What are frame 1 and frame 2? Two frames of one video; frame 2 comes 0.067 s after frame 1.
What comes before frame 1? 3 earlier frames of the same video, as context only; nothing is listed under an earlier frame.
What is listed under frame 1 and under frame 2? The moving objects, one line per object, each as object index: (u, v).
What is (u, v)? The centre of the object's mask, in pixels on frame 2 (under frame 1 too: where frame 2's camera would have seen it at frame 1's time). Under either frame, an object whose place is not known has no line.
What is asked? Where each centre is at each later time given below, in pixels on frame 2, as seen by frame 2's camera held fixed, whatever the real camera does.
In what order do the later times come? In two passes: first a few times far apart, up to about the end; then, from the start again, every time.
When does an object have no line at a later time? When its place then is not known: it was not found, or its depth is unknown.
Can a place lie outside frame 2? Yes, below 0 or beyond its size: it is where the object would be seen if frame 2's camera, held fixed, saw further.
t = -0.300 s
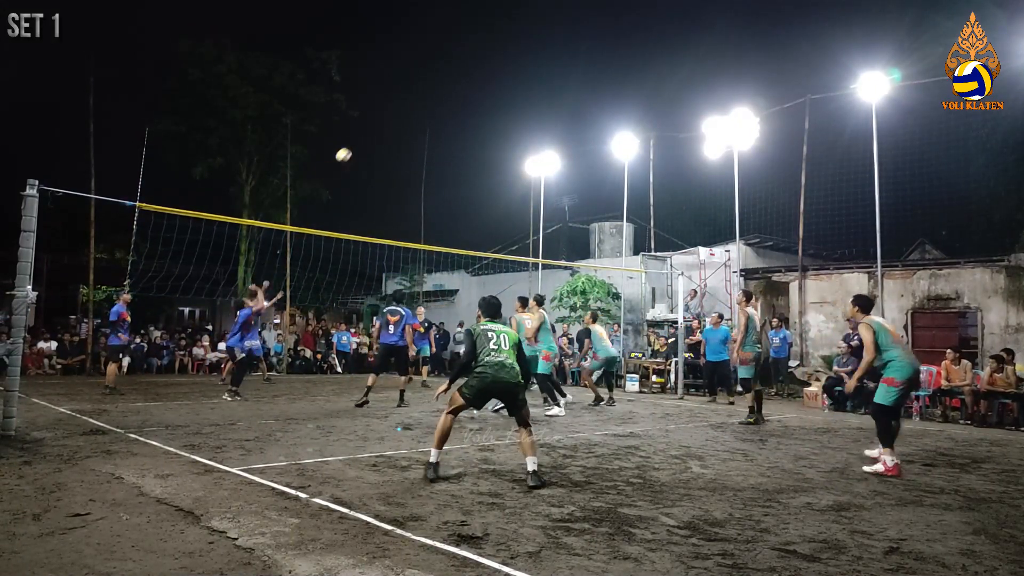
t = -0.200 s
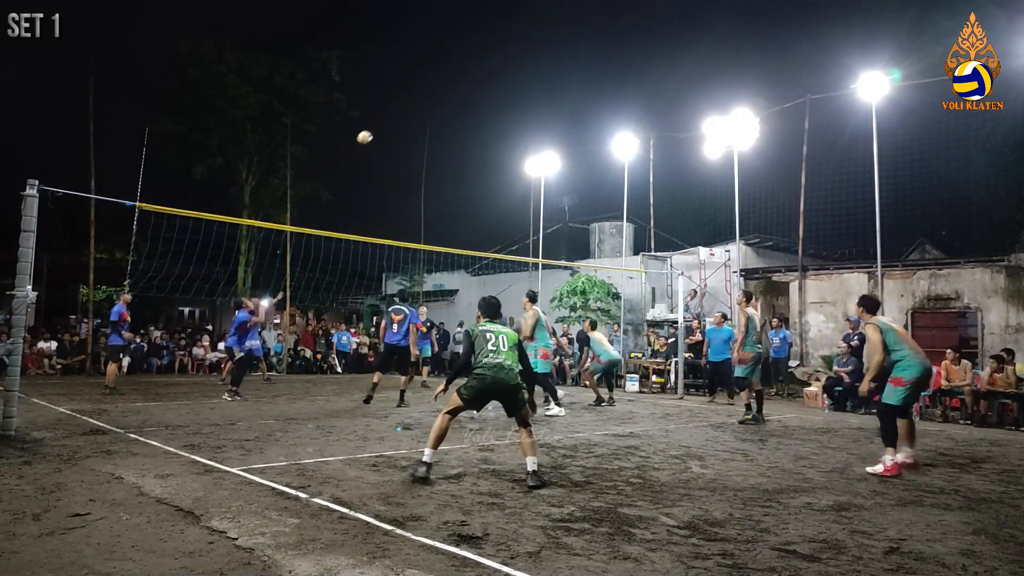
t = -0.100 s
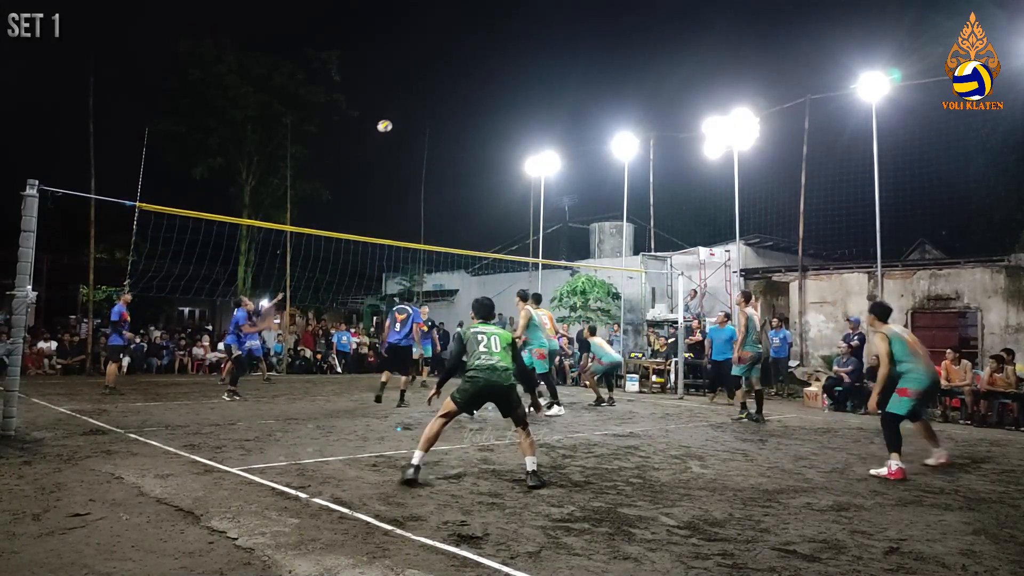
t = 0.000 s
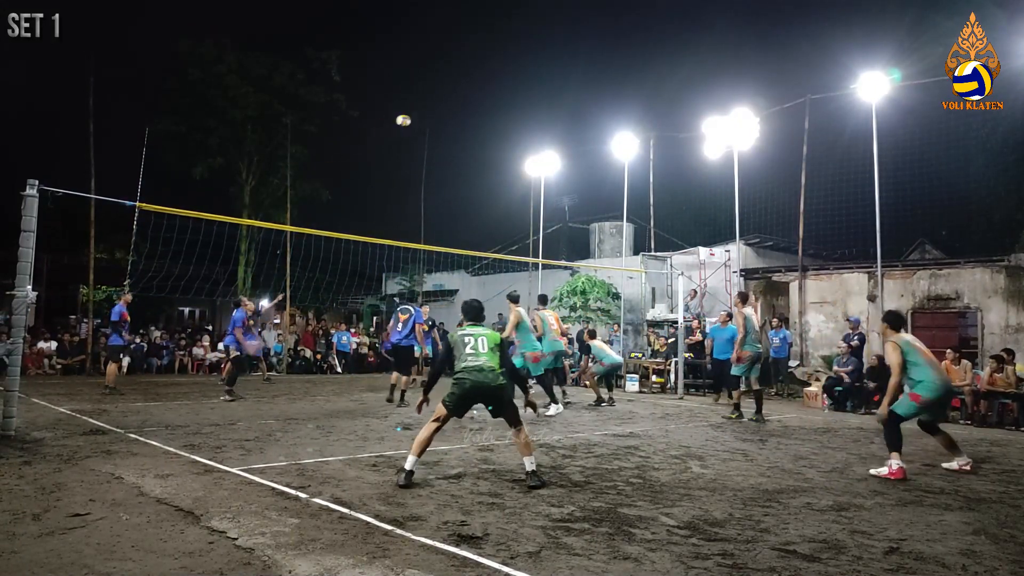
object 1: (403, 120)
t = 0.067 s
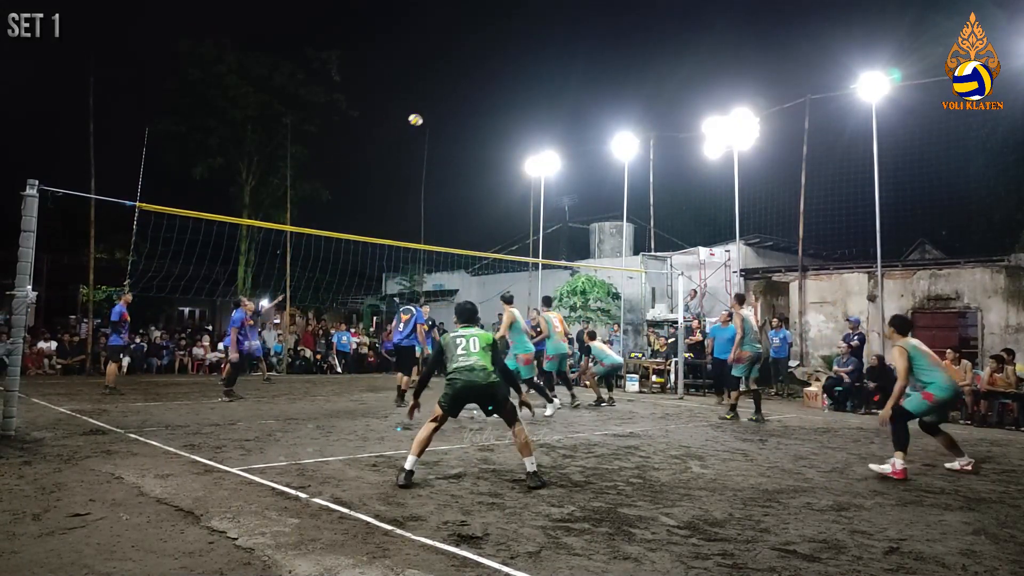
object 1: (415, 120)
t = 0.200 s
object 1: (438, 126)
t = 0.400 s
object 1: (470, 150)
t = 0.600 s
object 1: (498, 192)
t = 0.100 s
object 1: (421, 120)
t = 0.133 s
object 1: (427, 121)
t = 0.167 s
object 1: (432, 123)
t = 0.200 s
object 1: (438, 126)
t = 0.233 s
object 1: (444, 128)
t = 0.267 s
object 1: (449, 131)
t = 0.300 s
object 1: (455, 135)
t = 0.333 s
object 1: (459, 139)
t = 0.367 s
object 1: (465, 144)
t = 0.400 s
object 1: (470, 150)
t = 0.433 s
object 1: (475, 156)
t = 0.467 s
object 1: (479, 162)
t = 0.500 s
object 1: (484, 169)
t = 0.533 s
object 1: (489, 176)
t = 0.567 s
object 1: (493, 184)
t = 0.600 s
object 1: (498, 192)
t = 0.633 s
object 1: (502, 201)
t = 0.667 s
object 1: (507, 210)
